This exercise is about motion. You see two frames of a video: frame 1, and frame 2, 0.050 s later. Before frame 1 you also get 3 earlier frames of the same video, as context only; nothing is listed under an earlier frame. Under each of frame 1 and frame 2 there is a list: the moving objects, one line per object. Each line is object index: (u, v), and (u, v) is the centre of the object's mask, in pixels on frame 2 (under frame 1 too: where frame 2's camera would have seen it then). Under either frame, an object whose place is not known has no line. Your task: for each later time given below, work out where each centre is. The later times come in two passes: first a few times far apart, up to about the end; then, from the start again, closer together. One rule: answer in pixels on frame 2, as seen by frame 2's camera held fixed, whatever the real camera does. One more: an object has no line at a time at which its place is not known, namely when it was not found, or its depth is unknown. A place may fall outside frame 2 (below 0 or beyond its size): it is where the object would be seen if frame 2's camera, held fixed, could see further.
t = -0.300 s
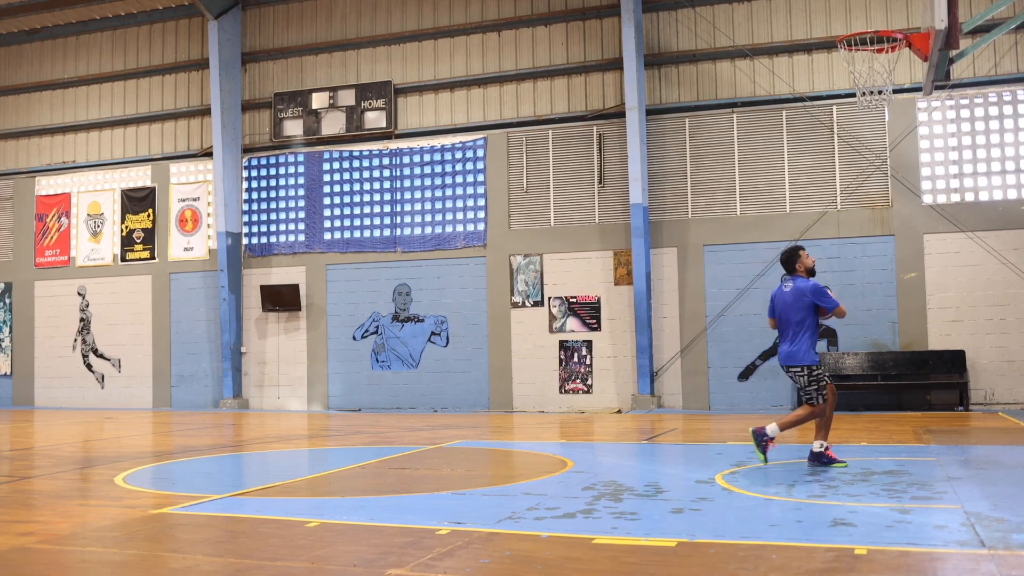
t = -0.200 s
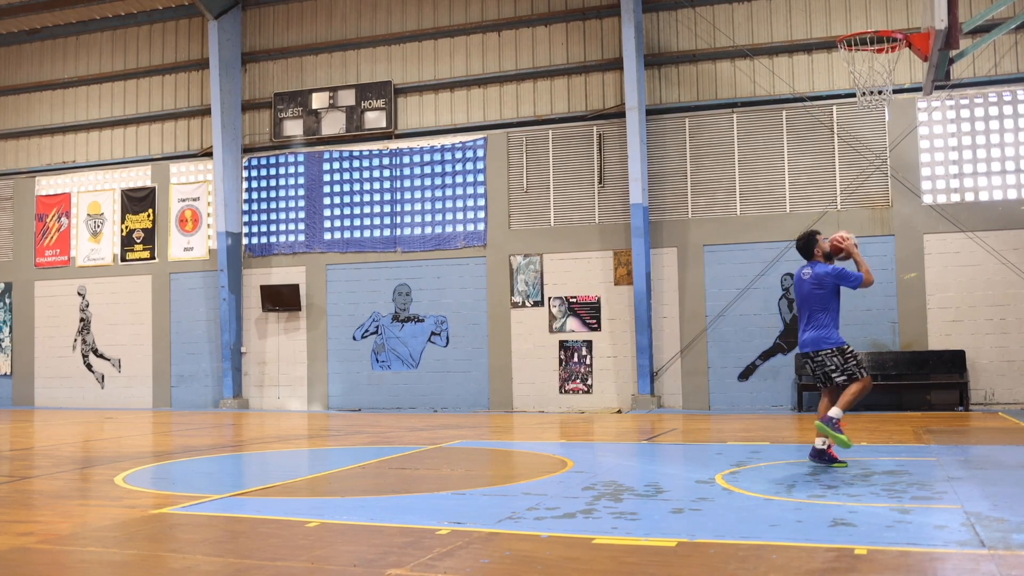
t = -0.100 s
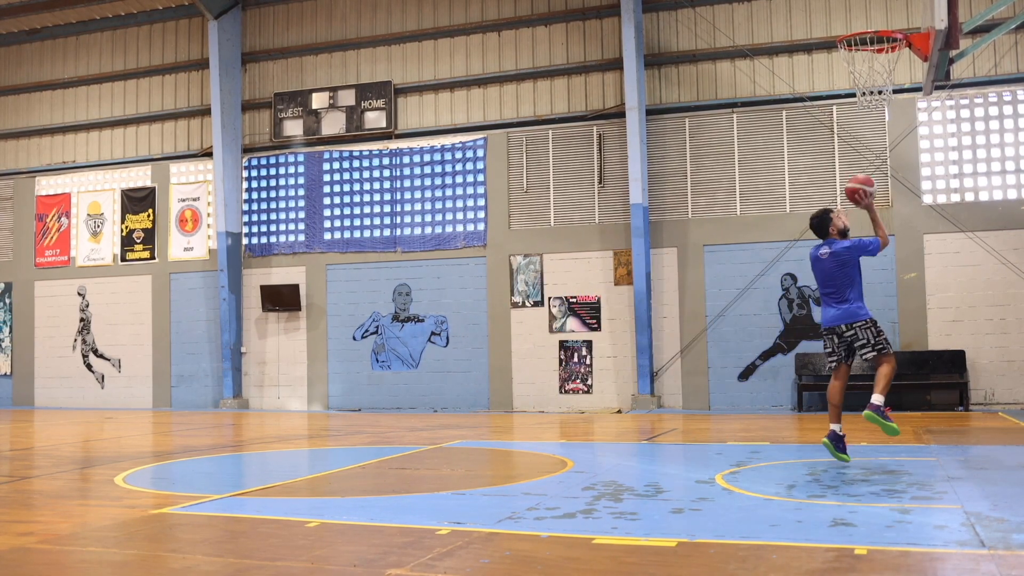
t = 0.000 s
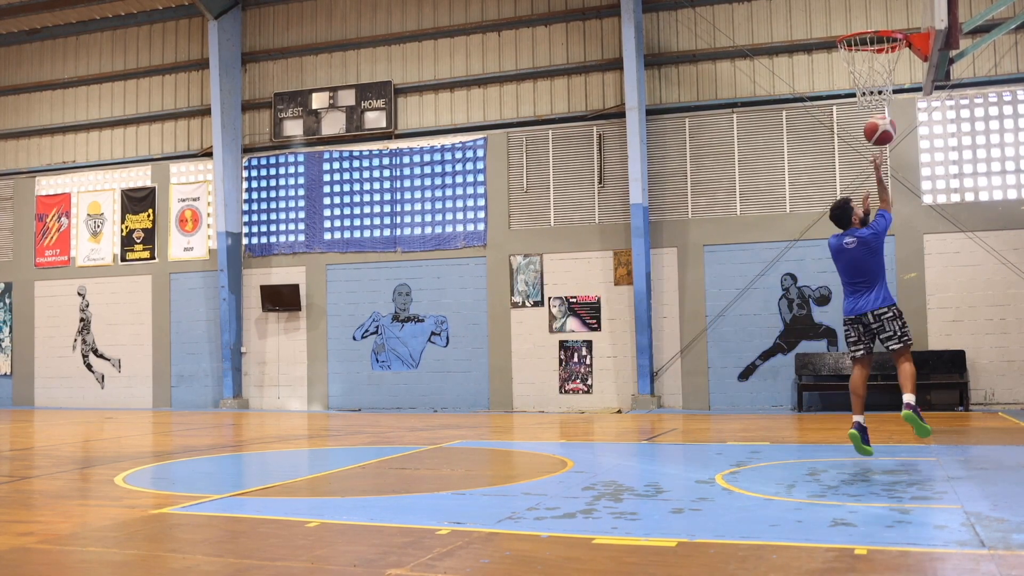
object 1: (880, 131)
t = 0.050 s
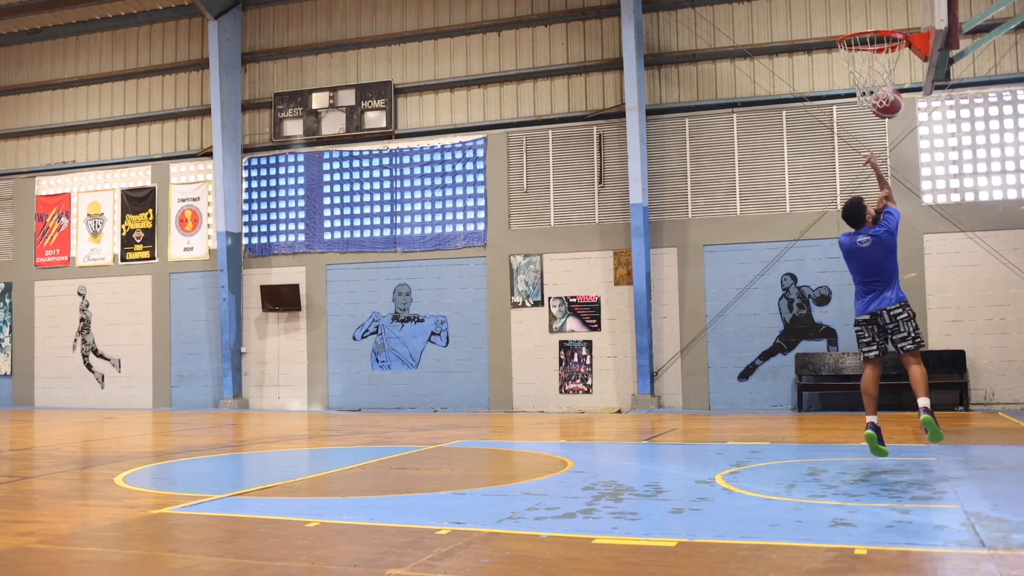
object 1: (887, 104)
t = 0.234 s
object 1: (907, 25)
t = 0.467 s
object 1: (879, 11)
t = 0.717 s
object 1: (853, 63)
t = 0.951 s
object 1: (865, 113)
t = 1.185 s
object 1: (884, 233)
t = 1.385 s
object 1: (901, 400)
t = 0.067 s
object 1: (890, 97)
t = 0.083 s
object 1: (894, 89)
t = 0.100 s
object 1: (894, 79)
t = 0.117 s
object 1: (895, 72)
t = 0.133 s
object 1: (898, 65)
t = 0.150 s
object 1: (900, 61)
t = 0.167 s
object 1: (903, 59)
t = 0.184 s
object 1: (906, 53)
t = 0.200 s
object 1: (908, 29)
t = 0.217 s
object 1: (909, 27)
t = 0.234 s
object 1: (907, 25)
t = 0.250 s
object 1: (905, 23)
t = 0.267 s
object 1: (903, 20)
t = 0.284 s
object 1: (900, 18)
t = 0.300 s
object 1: (898, 17)
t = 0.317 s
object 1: (896, 15)
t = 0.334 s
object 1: (894, 14)
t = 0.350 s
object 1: (892, 13)
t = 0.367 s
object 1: (890, 12)
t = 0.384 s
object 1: (888, 11)
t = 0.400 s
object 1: (887, 11)
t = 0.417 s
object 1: (884, 11)
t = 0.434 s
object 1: (882, 11)
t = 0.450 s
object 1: (881, 11)
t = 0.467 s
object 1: (879, 11)
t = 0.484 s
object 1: (877, 12)
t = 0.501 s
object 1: (875, 13)
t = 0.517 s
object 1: (874, 14)
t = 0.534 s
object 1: (872, 15)
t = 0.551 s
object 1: (870, 16)
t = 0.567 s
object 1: (868, 18)
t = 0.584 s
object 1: (867, 19)
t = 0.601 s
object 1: (866, 25)
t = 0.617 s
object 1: (863, 30)
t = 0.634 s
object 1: (861, 35)
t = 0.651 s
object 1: (858, 40)
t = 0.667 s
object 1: (857, 46)
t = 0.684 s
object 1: (855, 51)
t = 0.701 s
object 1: (855, 57)
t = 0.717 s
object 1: (853, 63)
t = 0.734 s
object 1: (853, 67)
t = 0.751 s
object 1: (853, 72)
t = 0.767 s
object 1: (853, 74)
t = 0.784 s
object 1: (854, 75)
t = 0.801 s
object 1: (855, 78)
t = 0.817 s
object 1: (856, 79)
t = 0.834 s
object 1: (858, 82)
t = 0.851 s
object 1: (858, 87)
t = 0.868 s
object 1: (859, 89)
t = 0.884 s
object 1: (861, 93)
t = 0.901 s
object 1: (862, 98)
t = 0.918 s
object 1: (863, 102)
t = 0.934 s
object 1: (864, 108)
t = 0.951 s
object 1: (865, 113)
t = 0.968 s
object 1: (866, 119)
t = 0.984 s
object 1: (867, 126)
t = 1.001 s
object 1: (869, 132)
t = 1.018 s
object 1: (870, 139)
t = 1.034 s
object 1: (872, 147)
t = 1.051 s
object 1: (873, 155)
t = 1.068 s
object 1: (875, 163)
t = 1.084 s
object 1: (876, 172)
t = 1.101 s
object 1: (877, 181)
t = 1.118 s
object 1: (878, 191)
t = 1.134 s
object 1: (880, 201)
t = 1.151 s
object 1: (881, 212)
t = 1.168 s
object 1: (882, 222)
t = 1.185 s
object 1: (884, 233)
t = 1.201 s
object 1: (885, 245)
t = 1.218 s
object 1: (887, 257)
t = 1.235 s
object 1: (888, 269)
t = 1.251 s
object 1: (890, 282)
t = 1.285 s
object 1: (892, 309)
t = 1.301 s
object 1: (894, 324)
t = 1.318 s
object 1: (895, 339)
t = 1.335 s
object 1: (897, 354)
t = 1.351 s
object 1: (898, 369)
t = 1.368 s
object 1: (900, 385)
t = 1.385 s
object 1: (901, 400)
